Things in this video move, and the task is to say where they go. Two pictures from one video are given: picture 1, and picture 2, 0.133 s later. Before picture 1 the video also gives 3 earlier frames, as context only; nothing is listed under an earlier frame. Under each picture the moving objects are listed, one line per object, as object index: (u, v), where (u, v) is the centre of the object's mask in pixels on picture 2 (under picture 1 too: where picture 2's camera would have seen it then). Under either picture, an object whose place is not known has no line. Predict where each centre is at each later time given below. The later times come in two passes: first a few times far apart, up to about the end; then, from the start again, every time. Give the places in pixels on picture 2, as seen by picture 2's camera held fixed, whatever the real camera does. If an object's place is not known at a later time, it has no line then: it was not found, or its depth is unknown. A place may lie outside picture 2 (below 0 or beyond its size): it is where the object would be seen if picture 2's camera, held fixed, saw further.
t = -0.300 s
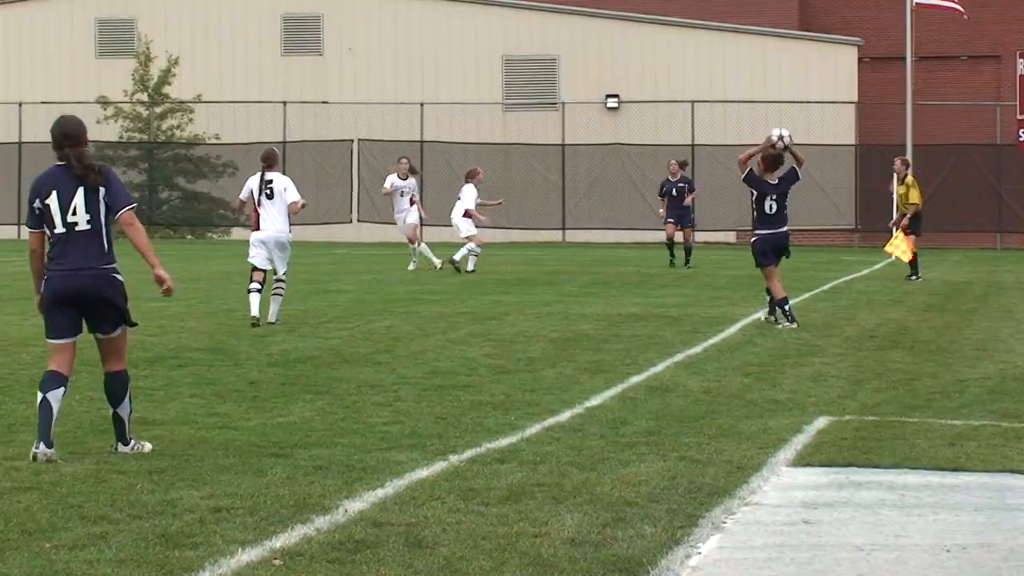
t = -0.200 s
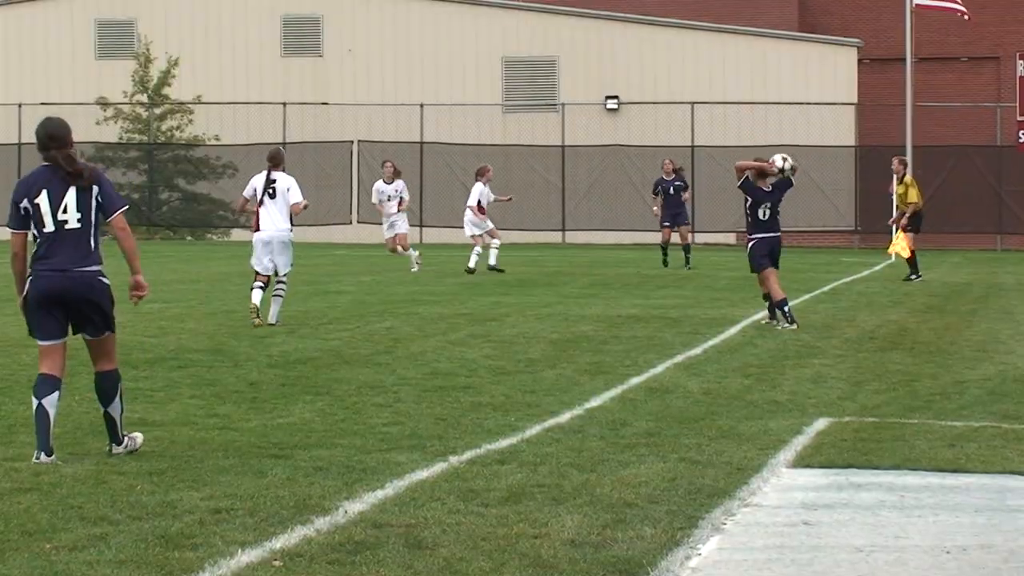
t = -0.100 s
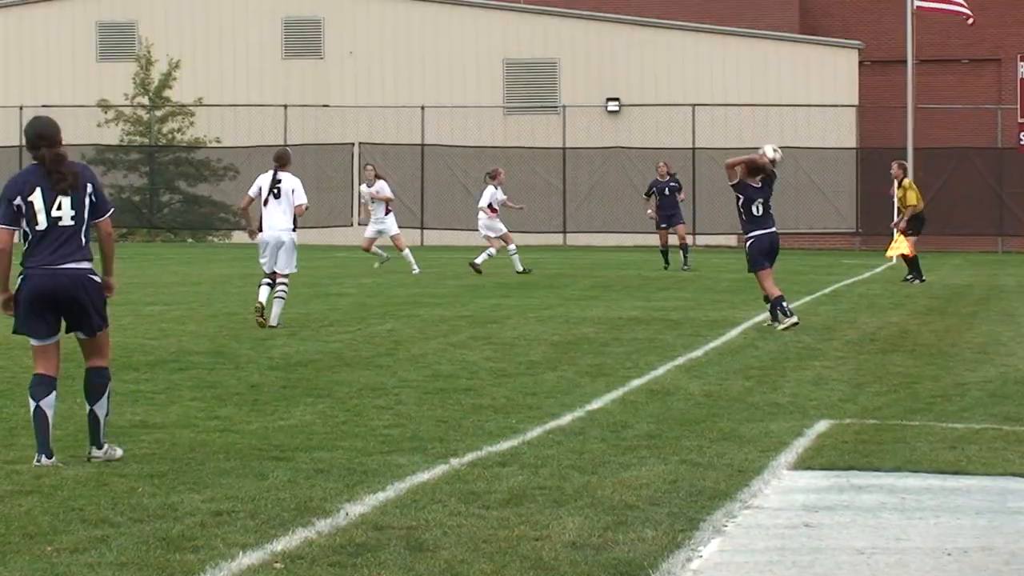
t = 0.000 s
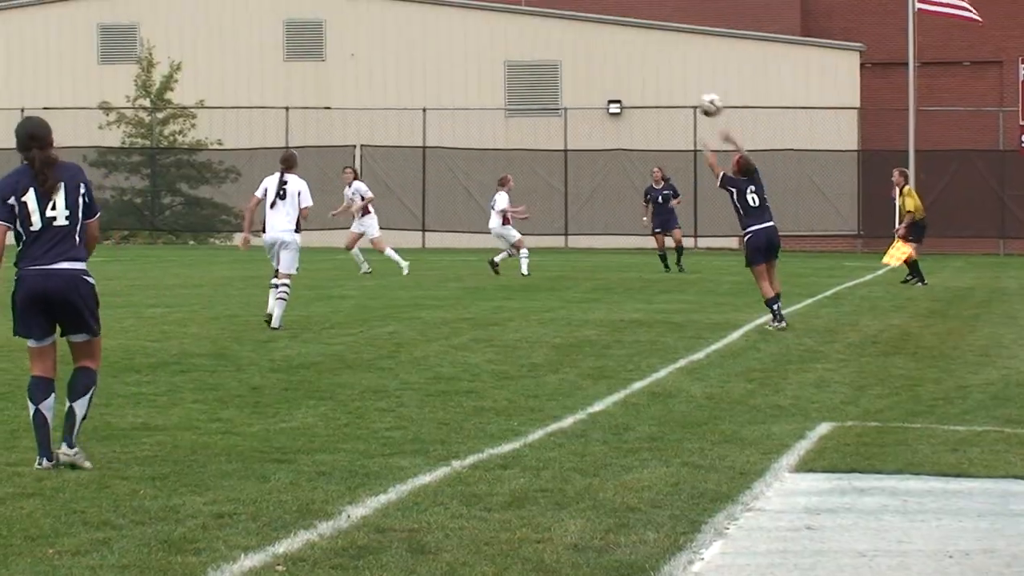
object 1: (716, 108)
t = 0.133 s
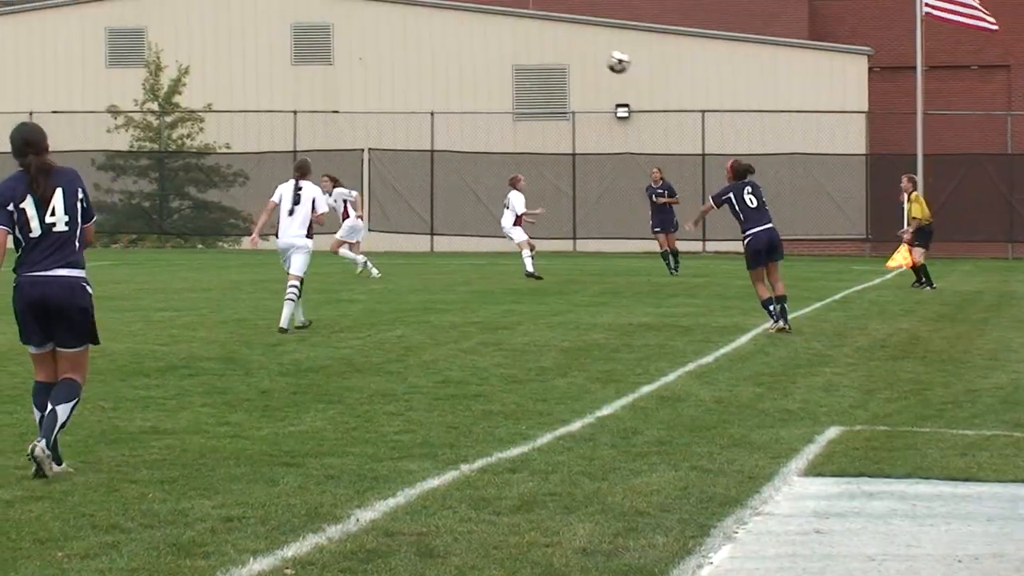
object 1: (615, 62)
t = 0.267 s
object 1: (529, 40)
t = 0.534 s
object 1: (384, 49)
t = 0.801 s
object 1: (266, 119)
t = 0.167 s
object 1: (593, 55)
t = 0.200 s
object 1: (571, 49)
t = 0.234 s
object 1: (549, 44)
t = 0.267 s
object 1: (529, 40)
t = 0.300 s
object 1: (510, 36)
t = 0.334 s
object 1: (489, 35)
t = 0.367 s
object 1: (470, 34)
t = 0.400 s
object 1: (453, 35)
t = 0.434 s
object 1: (436, 37)
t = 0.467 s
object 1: (418, 40)
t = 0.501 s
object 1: (401, 45)
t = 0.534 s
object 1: (384, 49)
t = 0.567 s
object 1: (368, 55)
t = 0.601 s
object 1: (353, 62)
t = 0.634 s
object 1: (338, 70)
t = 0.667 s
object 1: (323, 79)
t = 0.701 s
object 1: (308, 88)
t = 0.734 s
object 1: (293, 98)
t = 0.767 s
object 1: (280, 108)
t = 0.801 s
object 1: (266, 119)
